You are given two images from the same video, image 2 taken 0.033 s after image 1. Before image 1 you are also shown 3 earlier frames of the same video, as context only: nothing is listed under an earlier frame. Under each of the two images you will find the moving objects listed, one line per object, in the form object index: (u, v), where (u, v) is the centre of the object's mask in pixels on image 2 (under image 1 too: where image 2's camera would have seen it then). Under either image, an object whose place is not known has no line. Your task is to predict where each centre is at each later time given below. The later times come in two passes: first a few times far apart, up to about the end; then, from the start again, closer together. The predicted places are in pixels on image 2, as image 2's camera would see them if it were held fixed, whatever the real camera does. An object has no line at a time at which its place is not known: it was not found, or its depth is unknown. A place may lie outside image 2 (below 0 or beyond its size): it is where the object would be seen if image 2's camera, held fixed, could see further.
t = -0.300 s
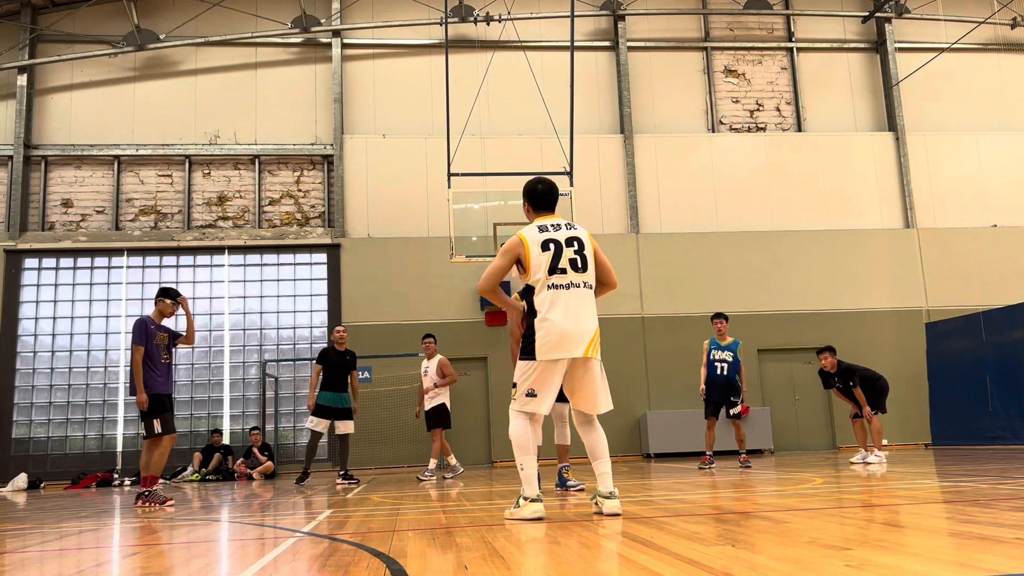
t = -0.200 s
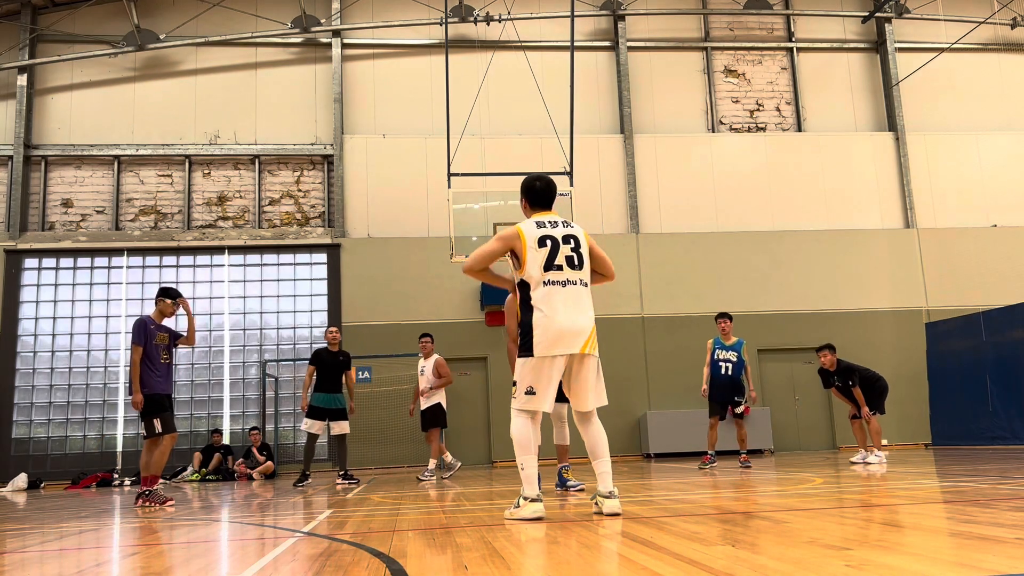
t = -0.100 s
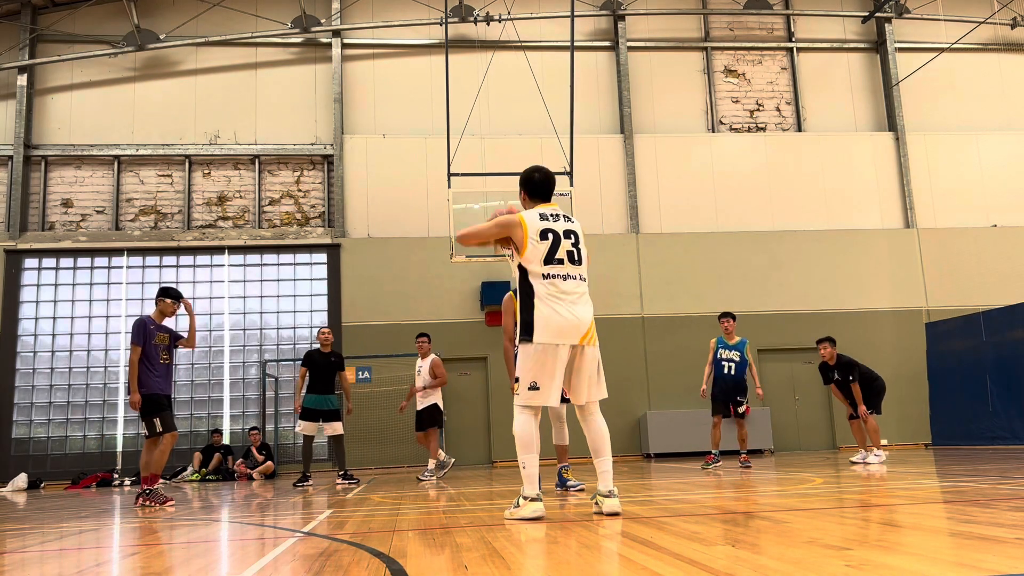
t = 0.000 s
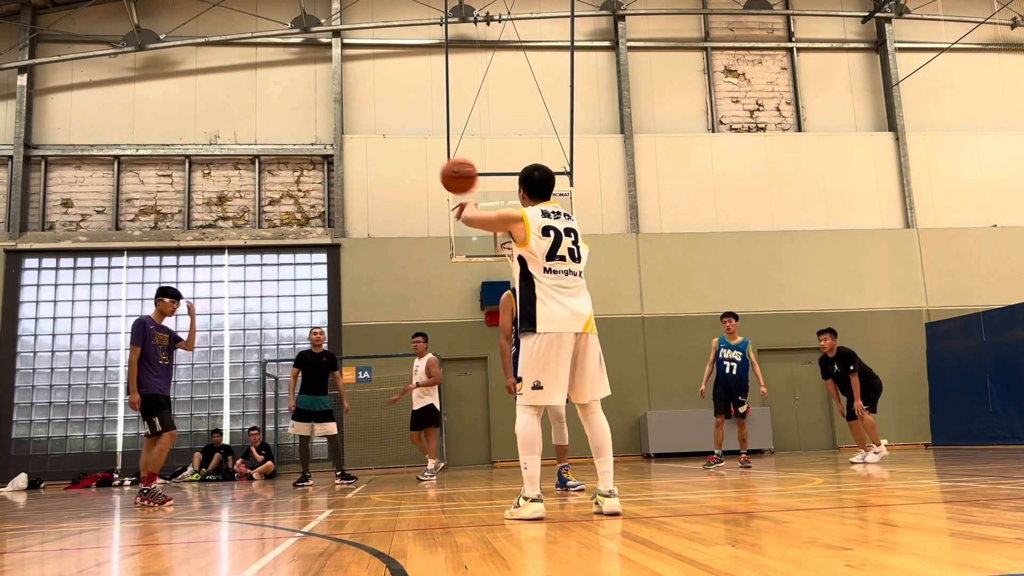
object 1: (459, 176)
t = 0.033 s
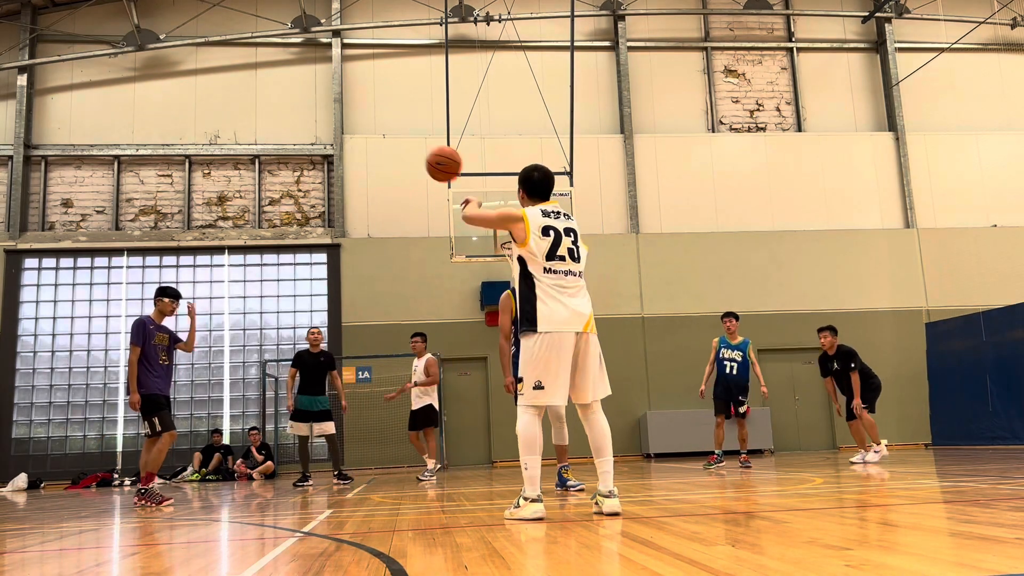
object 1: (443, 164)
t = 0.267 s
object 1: (362, 133)
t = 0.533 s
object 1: (298, 171)
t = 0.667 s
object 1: (273, 209)
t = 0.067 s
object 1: (429, 154)
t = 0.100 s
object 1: (416, 146)
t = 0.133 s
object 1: (404, 141)
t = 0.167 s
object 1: (392, 137)
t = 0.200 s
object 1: (381, 134)
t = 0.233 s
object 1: (371, 133)
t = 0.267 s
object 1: (362, 133)
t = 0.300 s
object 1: (352, 134)
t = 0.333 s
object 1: (343, 136)
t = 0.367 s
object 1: (335, 140)
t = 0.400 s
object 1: (327, 144)
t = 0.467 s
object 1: (313, 155)
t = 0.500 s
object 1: (305, 163)
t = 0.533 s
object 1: (298, 171)
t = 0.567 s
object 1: (292, 179)
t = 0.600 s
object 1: (285, 189)
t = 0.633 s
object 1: (279, 199)
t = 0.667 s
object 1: (273, 209)
